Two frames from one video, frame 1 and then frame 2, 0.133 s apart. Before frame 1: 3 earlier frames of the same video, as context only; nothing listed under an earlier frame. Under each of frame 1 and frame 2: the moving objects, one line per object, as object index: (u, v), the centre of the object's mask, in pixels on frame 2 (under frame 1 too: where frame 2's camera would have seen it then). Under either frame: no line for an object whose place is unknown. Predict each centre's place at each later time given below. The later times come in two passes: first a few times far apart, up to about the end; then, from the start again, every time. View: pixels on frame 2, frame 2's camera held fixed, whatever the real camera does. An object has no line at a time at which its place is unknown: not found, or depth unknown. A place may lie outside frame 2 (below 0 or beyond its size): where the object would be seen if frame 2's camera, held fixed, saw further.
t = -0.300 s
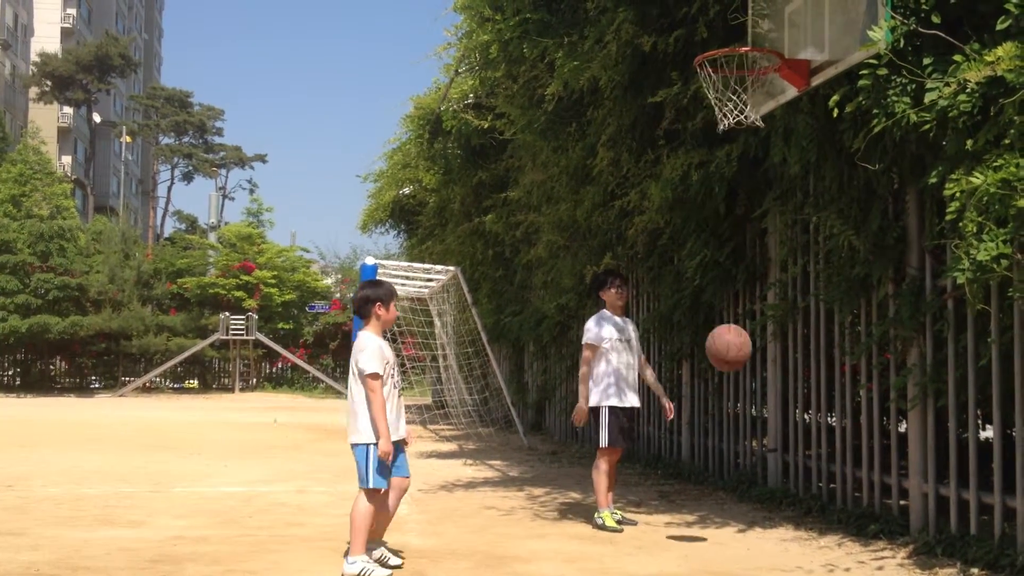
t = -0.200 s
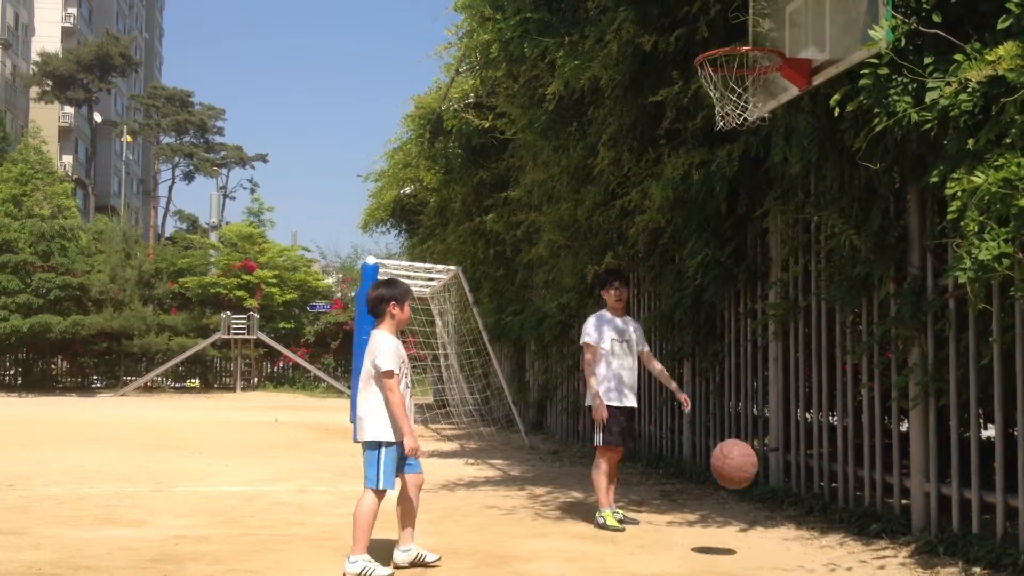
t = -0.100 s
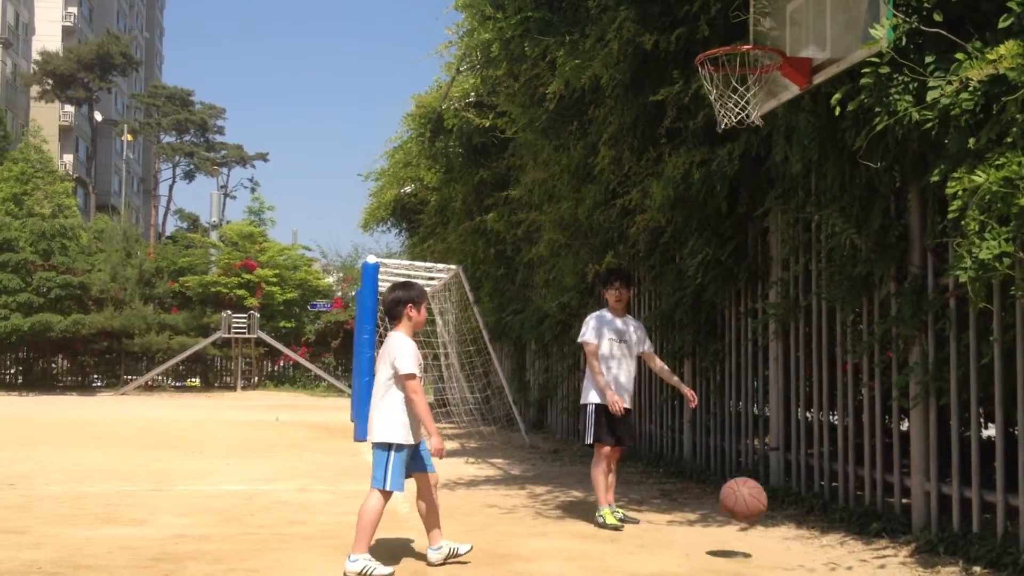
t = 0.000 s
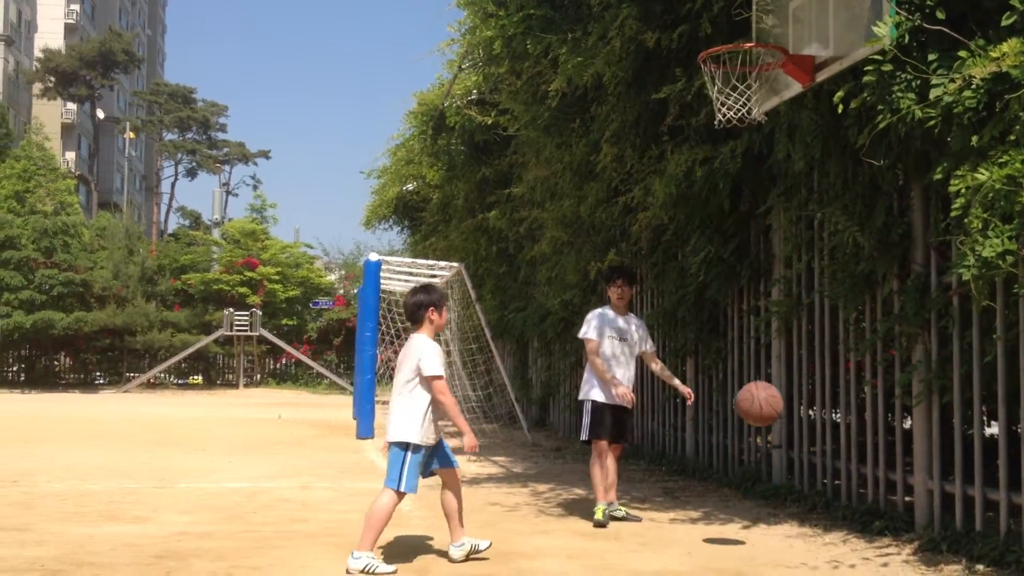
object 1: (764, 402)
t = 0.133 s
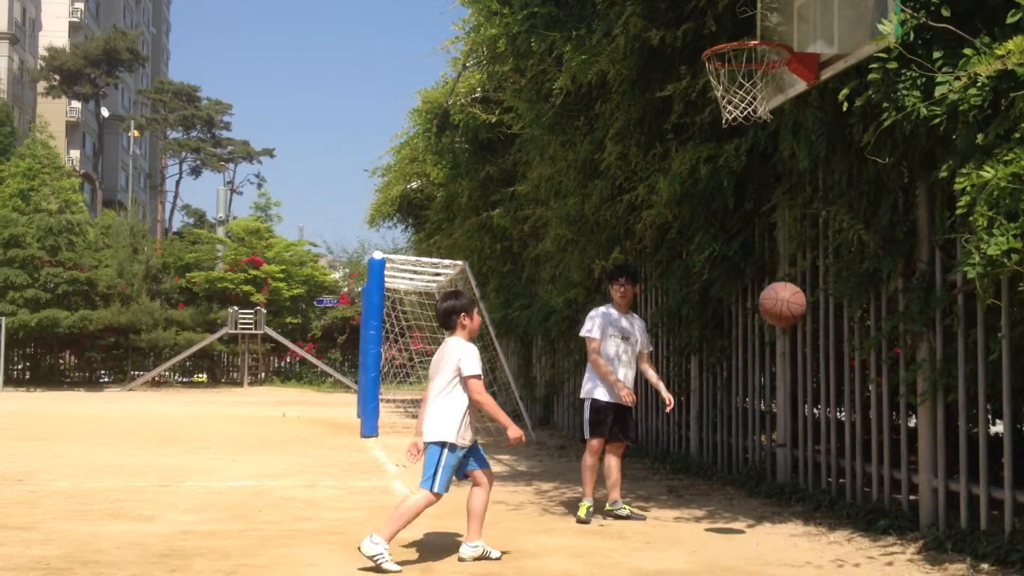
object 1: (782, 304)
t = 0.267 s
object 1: (800, 238)
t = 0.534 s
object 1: (836, 201)
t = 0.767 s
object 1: (869, 278)
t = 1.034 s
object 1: (908, 502)
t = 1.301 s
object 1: (896, 372)
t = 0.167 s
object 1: (787, 284)
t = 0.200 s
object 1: (791, 267)
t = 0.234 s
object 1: (795, 251)
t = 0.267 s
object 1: (800, 238)
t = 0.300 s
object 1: (805, 227)
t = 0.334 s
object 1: (809, 217)
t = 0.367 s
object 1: (813, 210)
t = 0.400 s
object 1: (817, 203)
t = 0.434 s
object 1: (823, 200)
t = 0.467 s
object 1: (827, 199)
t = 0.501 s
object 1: (831, 199)
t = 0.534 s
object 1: (836, 201)
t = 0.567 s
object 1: (840, 205)
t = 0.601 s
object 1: (846, 213)
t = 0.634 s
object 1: (850, 221)
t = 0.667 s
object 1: (855, 232)
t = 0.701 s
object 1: (859, 244)
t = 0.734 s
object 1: (864, 261)
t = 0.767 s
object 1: (869, 278)
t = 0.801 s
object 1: (874, 298)
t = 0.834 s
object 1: (879, 320)
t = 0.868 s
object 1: (883, 344)
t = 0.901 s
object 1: (888, 371)
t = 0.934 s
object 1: (893, 400)
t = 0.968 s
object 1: (897, 432)
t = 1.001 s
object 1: (903, 466)
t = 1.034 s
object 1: (908, 502)
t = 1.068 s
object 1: (910, 536)
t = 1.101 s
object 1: (909, 505)
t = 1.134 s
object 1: (908, 479)
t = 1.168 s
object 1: (905, 454)
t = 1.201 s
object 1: (903, 430)
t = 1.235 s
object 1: (900, 409)
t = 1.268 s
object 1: (898, 389)
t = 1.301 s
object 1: (896, 372)
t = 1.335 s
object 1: (893, 356)
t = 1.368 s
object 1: (890, 343)
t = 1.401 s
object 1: (888, 331)
